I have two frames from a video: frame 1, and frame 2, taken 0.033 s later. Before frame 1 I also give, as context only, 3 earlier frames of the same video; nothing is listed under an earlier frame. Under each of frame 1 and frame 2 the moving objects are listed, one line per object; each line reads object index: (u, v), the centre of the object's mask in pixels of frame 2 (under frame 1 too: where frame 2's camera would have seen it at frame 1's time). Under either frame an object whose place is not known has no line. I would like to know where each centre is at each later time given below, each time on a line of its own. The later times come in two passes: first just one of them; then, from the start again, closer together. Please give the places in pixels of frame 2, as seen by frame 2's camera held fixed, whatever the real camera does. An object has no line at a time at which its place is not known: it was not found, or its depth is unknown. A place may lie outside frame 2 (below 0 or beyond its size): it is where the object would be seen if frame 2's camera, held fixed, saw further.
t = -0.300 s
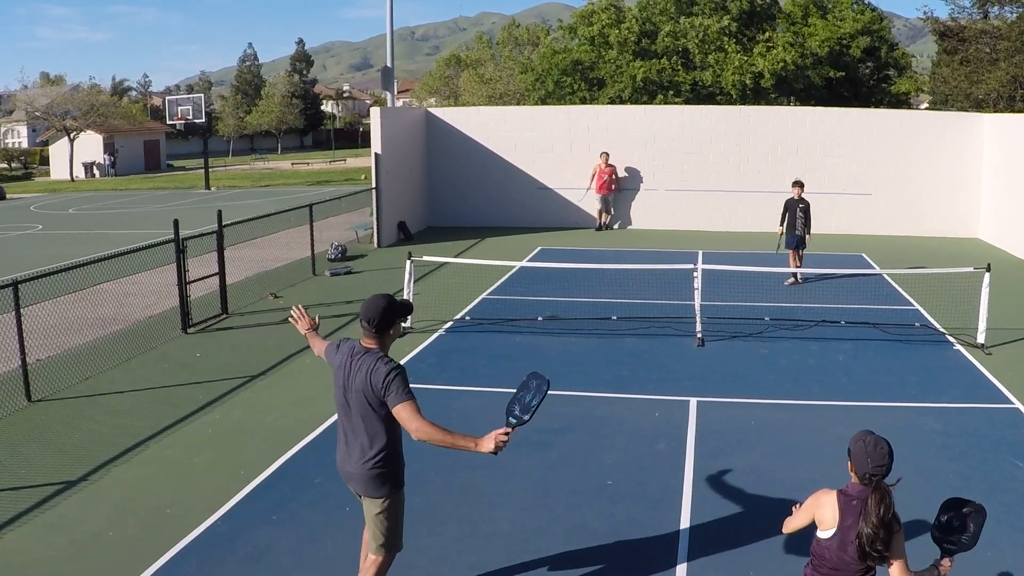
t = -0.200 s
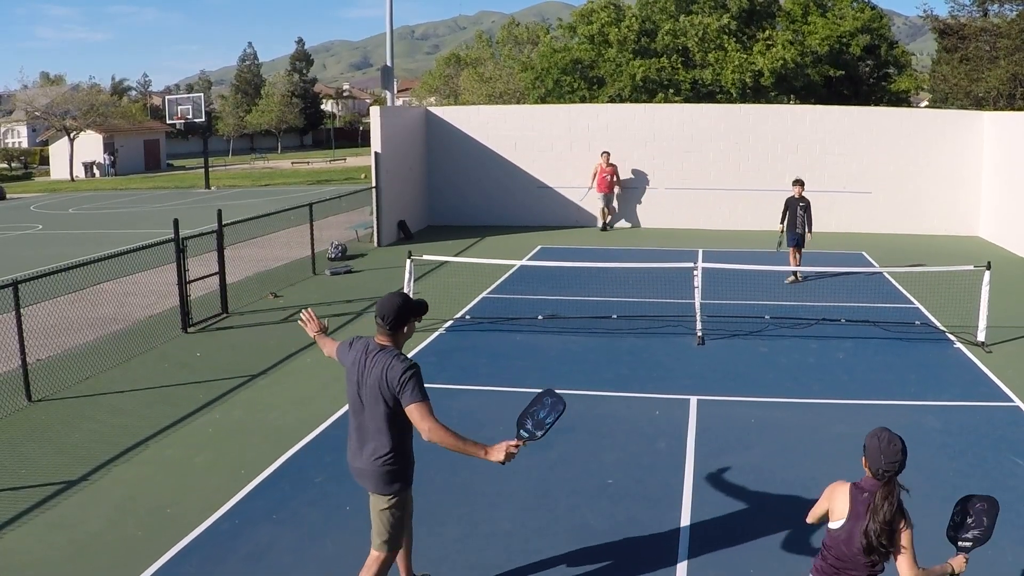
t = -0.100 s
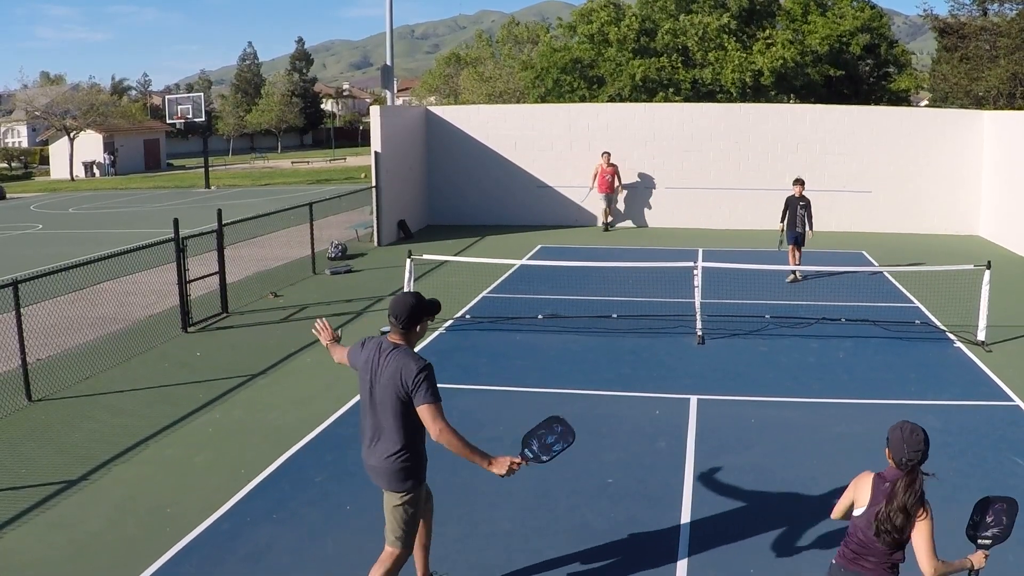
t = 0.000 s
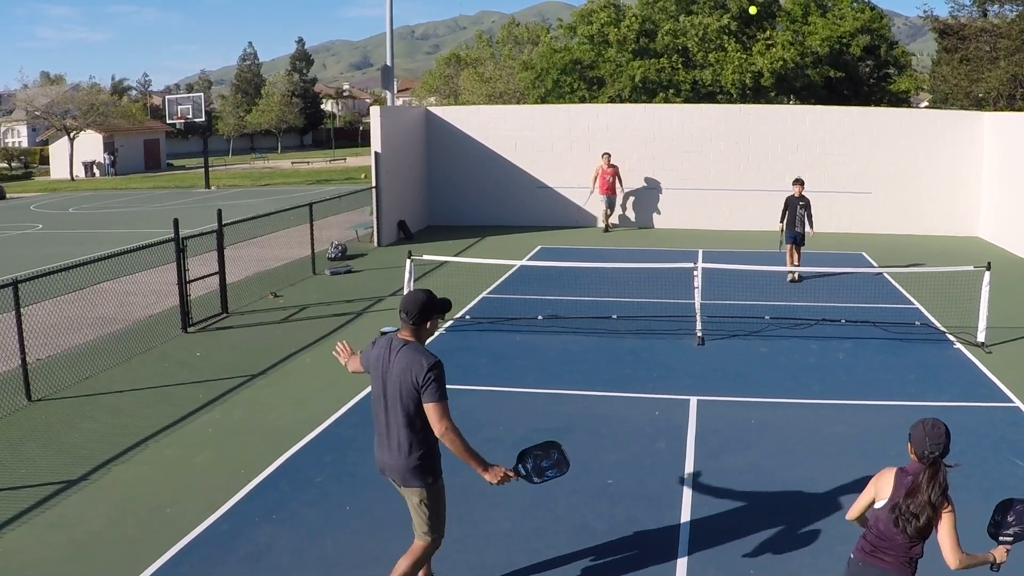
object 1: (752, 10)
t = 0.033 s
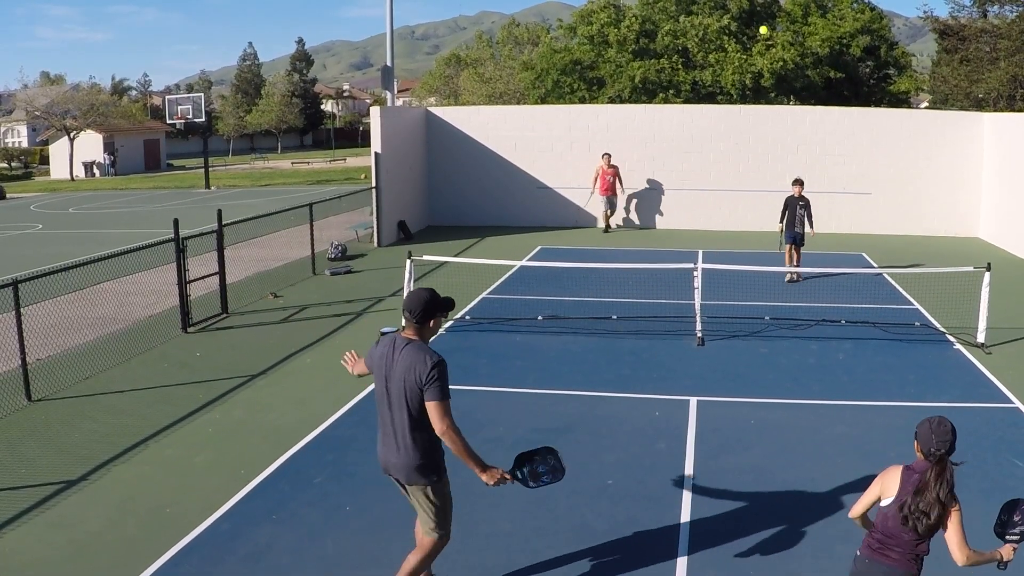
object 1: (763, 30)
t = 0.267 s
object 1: (842, 209)
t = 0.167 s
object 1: (807, 123)
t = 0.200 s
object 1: (819, 150)
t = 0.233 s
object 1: (831, 178)
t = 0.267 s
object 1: (842, 209)
